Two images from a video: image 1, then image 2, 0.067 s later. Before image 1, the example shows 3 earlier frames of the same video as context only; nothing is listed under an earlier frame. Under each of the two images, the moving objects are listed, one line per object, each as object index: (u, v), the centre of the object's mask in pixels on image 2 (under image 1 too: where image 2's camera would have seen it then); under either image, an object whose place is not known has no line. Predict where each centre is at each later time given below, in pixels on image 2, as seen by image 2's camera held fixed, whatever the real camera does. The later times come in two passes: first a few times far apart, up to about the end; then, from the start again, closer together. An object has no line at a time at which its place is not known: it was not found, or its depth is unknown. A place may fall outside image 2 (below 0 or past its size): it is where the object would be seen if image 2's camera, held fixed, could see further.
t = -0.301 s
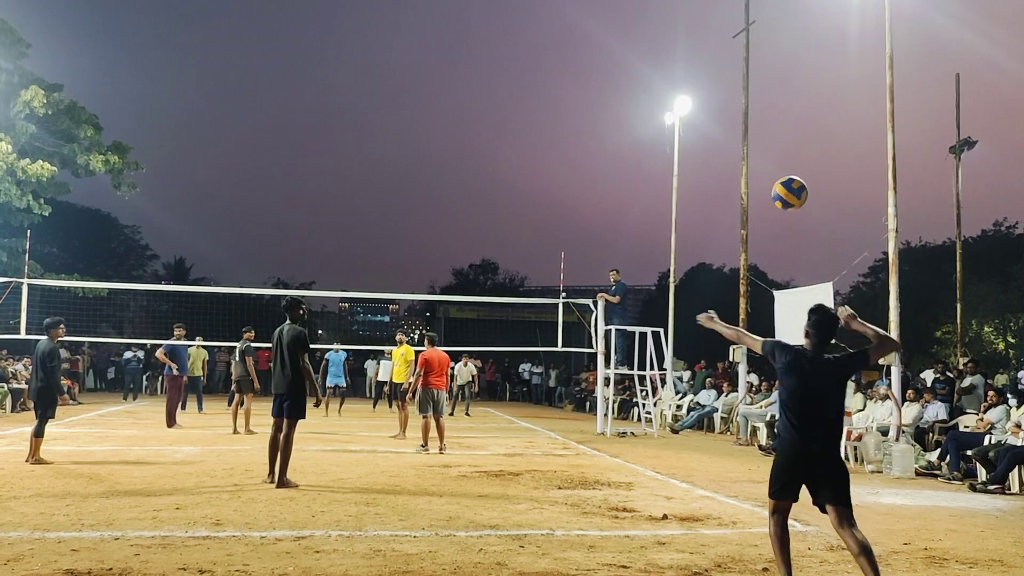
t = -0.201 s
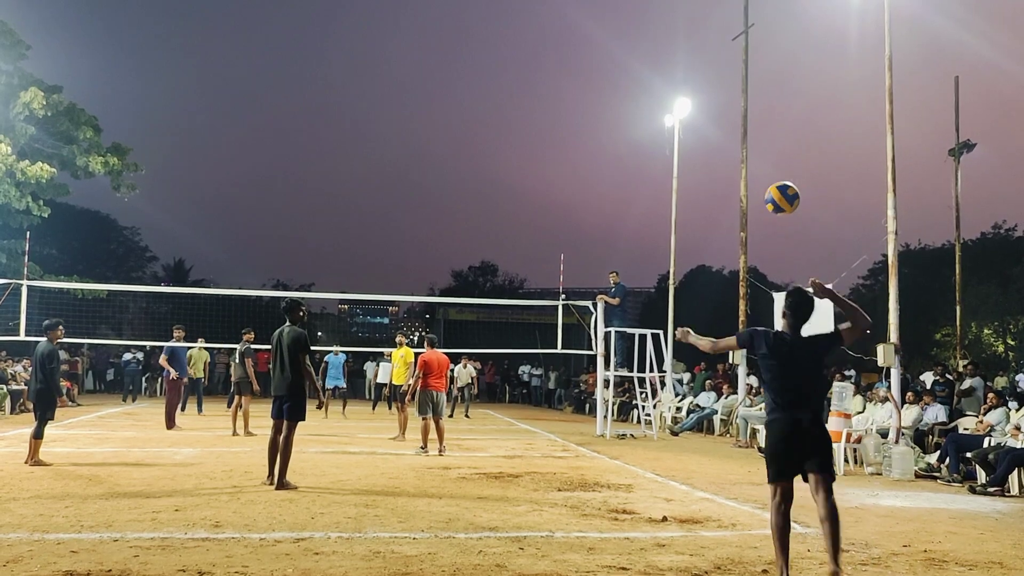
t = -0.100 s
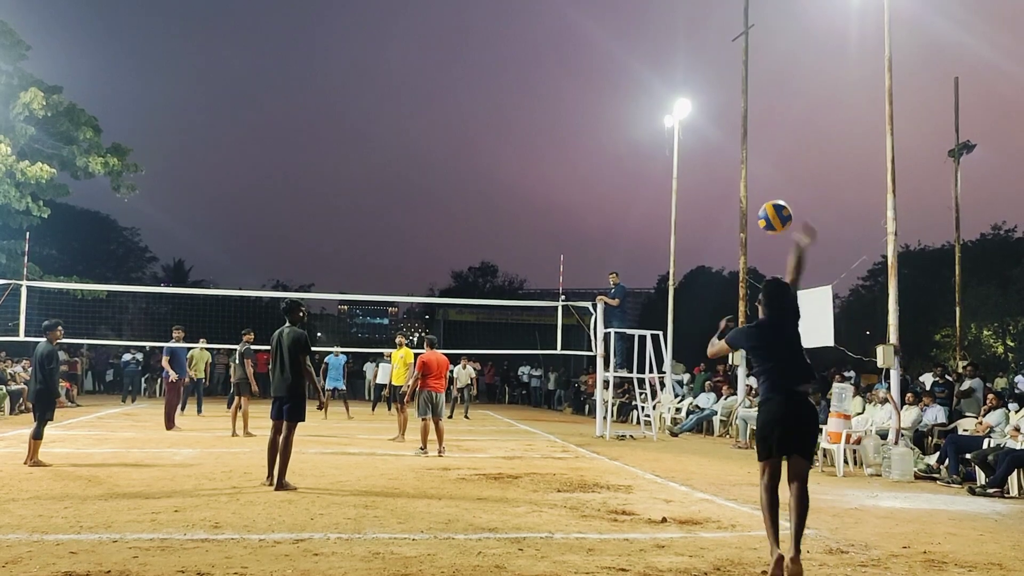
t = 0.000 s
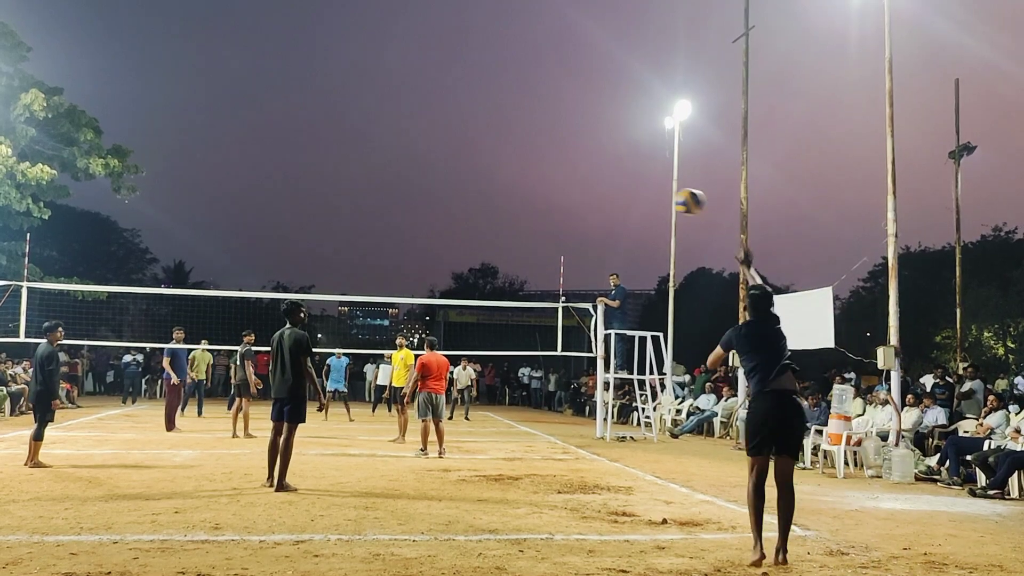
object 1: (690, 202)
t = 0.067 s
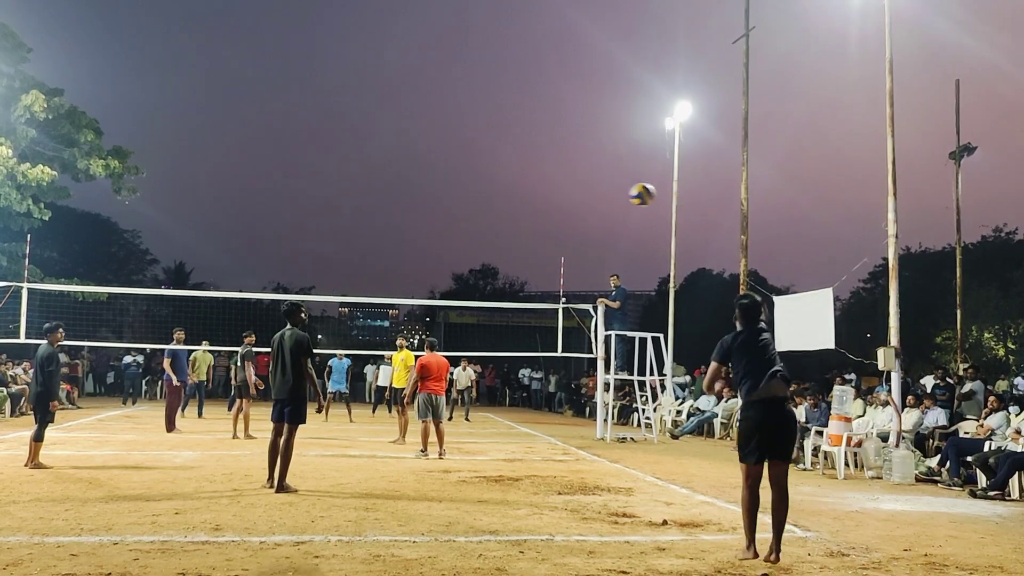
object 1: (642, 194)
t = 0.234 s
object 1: (568, 197)
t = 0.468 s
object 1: (513, 232)
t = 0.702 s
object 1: (484, 280)
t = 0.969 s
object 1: (466, 343)
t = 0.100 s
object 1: (623, 192)
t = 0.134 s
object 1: (606, 192)
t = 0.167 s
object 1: (591, 193)
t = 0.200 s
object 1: (579, 194)
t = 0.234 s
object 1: (568, 197)
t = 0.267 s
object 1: (558, 200)
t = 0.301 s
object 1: (549, 205)
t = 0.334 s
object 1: (540, 209)
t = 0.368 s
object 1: (533, 215)
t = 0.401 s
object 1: (526, 220)
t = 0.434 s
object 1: (519, 226)
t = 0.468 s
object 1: (513, 232)
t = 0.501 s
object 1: (508, 239)
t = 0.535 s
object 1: (503, 245)
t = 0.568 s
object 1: (499, 252)
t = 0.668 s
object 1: (487, 272)
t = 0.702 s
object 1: (484, 280)
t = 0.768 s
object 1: (479, 295)
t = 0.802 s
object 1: (477, 303)
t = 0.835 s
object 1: (474, 312)
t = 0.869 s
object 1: (472, 319)
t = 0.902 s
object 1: (470, 327)
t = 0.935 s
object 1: (468, 335)
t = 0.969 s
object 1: (466, 343)
